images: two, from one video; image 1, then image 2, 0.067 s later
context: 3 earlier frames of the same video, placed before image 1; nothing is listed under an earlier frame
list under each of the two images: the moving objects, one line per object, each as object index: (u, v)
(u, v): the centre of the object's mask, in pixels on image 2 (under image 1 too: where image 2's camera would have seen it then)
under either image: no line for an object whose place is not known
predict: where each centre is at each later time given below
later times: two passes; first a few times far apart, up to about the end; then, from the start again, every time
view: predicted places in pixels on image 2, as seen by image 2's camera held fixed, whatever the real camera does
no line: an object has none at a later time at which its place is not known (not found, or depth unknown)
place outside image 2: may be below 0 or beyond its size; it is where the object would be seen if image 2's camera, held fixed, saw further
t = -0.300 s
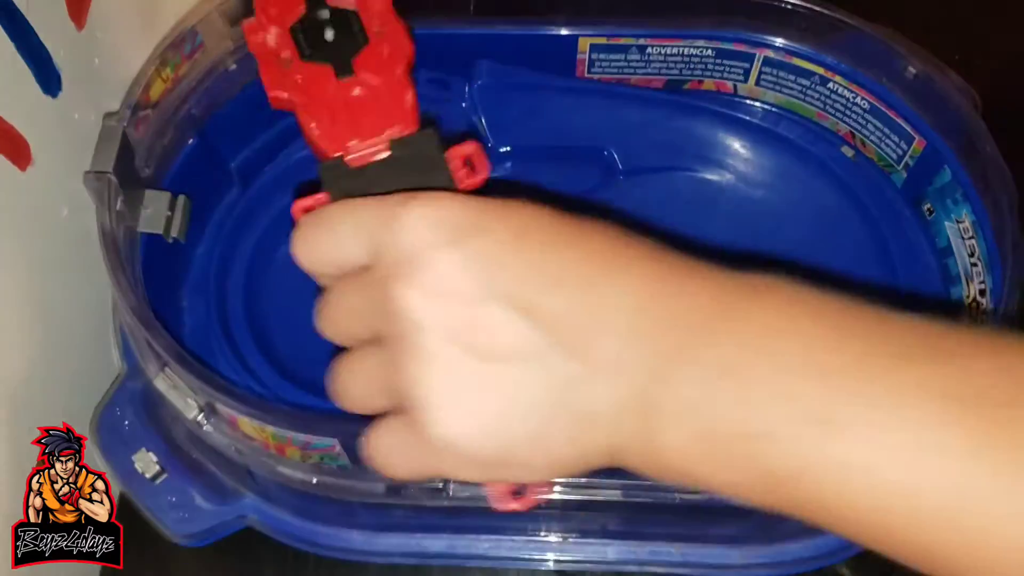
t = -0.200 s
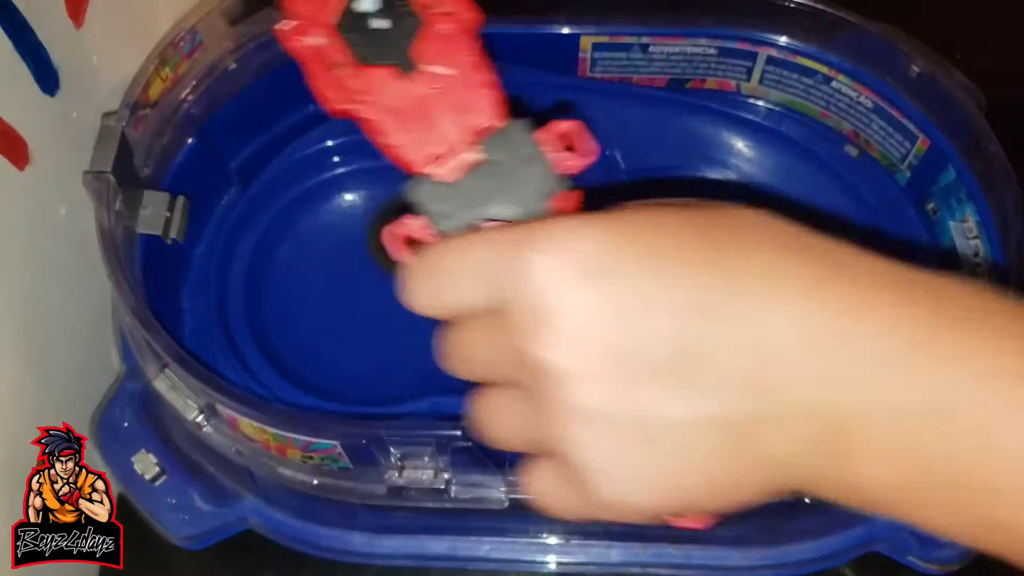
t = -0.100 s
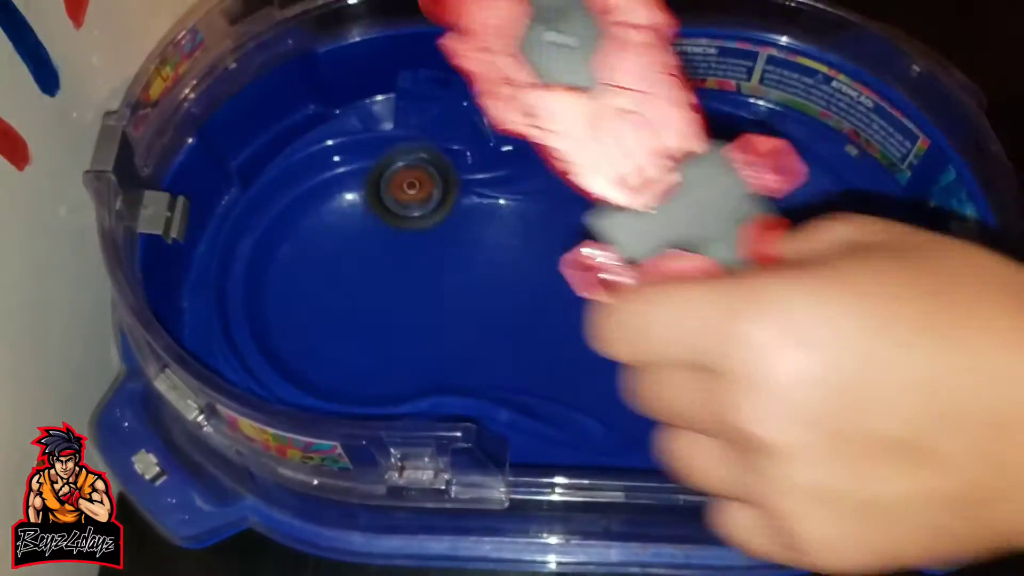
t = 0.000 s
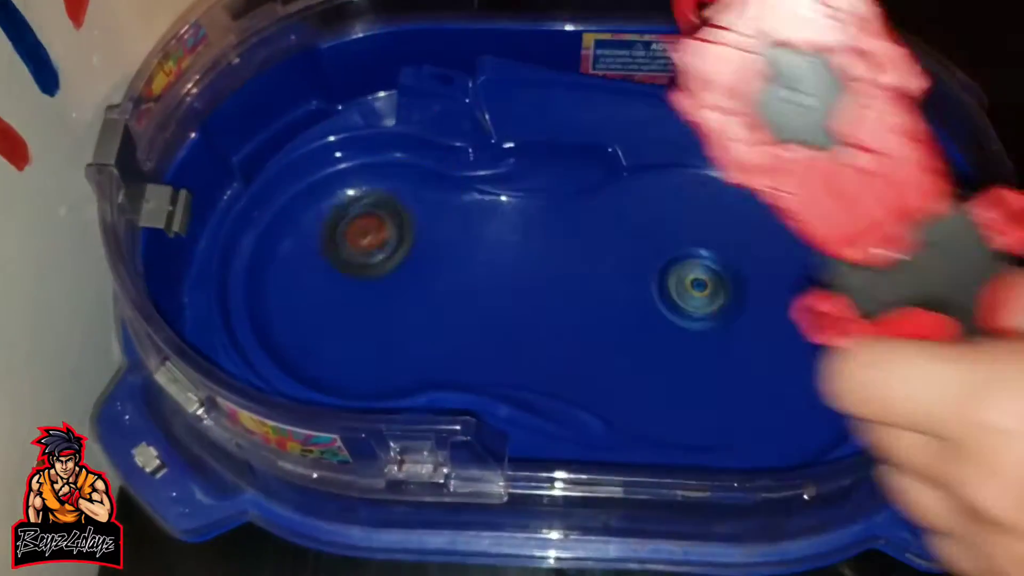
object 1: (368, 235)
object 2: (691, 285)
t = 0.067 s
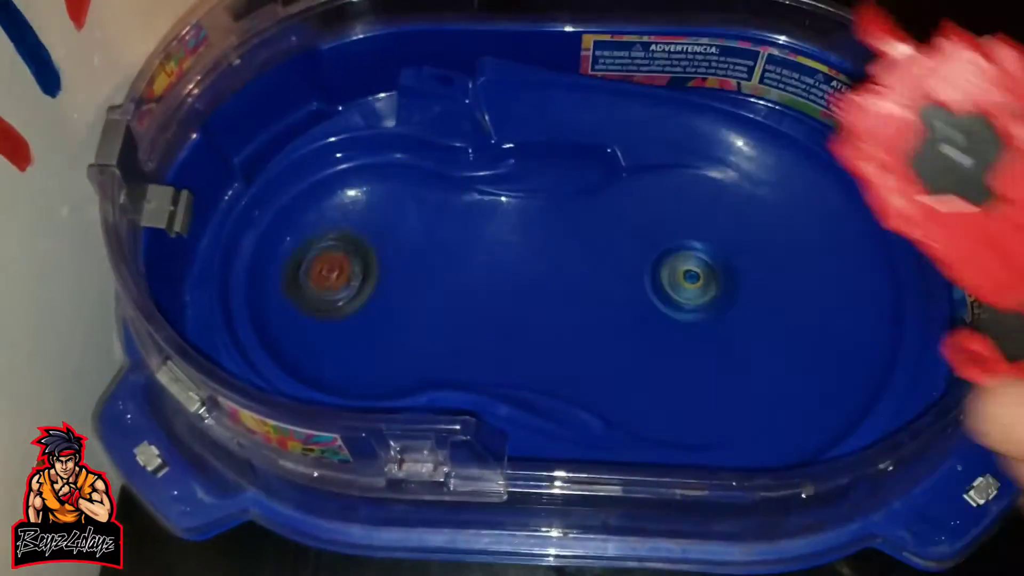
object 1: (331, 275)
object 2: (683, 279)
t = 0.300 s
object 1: (416, 320)
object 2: (650, 263)
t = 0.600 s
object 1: (529, 176)
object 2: (698, 306)
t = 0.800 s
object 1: (486, 266)
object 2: (760, 282)
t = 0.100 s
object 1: (316, 297)
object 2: (678, 273)
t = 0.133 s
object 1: (309, 321)
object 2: (672, 270)
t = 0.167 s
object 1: (317, 334)
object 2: (668, 266)
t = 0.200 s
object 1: (332, 343)
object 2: (663, 263)
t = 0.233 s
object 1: (357, 342)
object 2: (658, 262)
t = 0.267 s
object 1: (387, 333)
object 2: (654, 262)
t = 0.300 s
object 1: (416, 320)
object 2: (650, 263)
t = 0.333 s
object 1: (449, 305)
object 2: (646, 262)
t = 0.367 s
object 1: (481, 287)
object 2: (641, 262)
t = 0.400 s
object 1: (507, 268)
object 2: (637, 263)
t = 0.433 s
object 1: (529, 250)
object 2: (634, 262)
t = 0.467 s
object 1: (547, 234)
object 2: (633, 263)
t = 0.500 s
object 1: (546, 211)
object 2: (650, 276)
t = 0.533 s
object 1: (538, 187)
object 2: (667, 296)
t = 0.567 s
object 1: (533, 176)
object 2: (683, 302)
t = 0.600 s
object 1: (529, 176)
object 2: (698, 306)
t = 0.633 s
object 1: (525, 180)
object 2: (711, 307)
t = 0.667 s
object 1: (521, 193)
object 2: (723, 305)
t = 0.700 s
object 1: (515, 209)
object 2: (734, 301)
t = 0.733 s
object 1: (505, 227)
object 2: (745, 296)
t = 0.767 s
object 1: (495, 248)
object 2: (752, 290)
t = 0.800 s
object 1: (486, 266)
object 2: (760, 282)
